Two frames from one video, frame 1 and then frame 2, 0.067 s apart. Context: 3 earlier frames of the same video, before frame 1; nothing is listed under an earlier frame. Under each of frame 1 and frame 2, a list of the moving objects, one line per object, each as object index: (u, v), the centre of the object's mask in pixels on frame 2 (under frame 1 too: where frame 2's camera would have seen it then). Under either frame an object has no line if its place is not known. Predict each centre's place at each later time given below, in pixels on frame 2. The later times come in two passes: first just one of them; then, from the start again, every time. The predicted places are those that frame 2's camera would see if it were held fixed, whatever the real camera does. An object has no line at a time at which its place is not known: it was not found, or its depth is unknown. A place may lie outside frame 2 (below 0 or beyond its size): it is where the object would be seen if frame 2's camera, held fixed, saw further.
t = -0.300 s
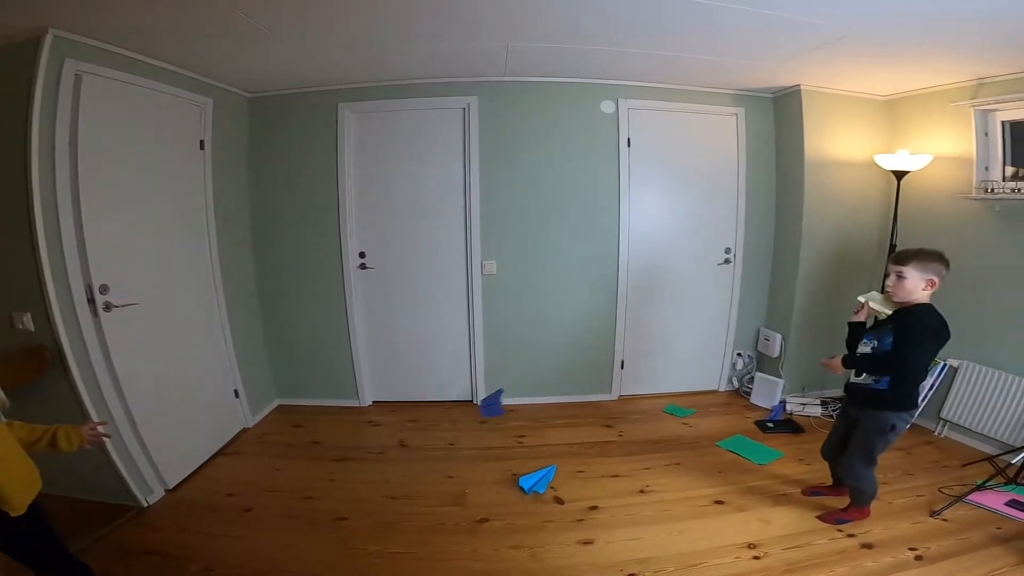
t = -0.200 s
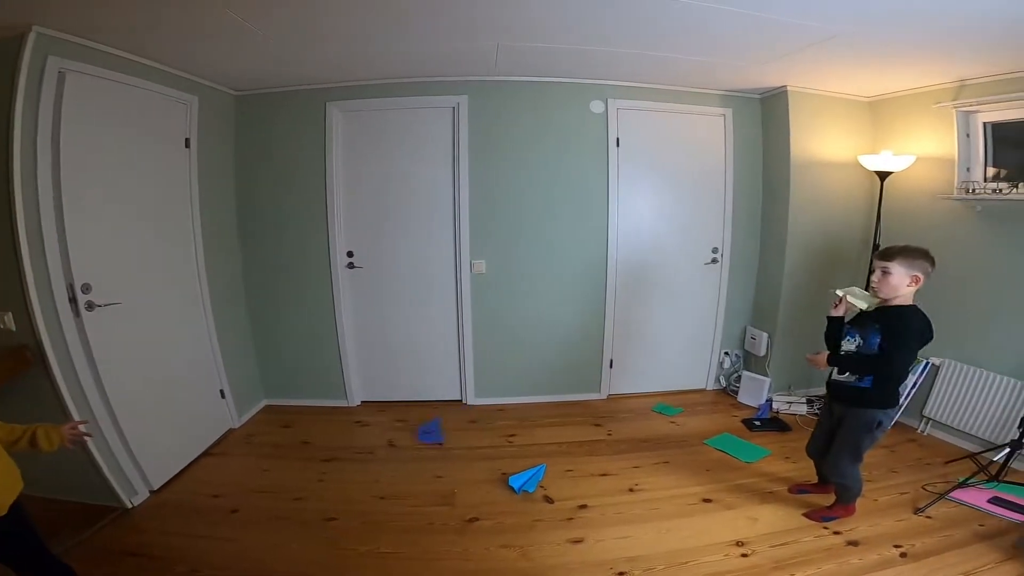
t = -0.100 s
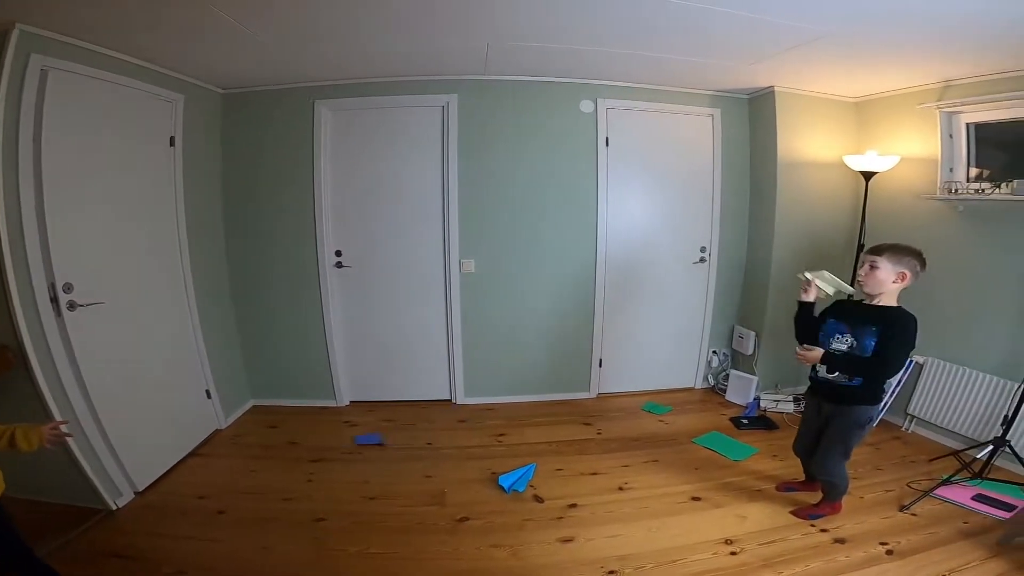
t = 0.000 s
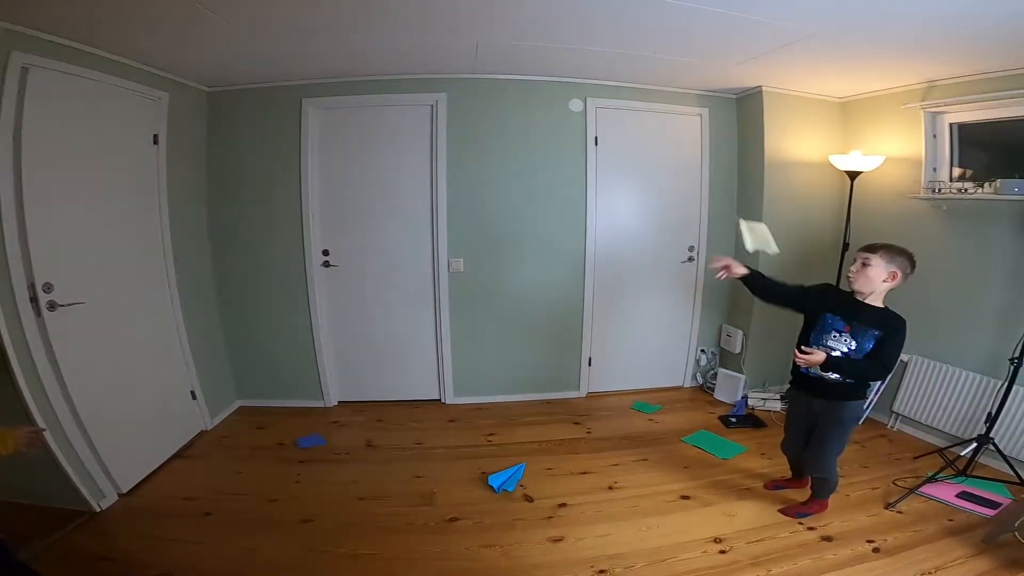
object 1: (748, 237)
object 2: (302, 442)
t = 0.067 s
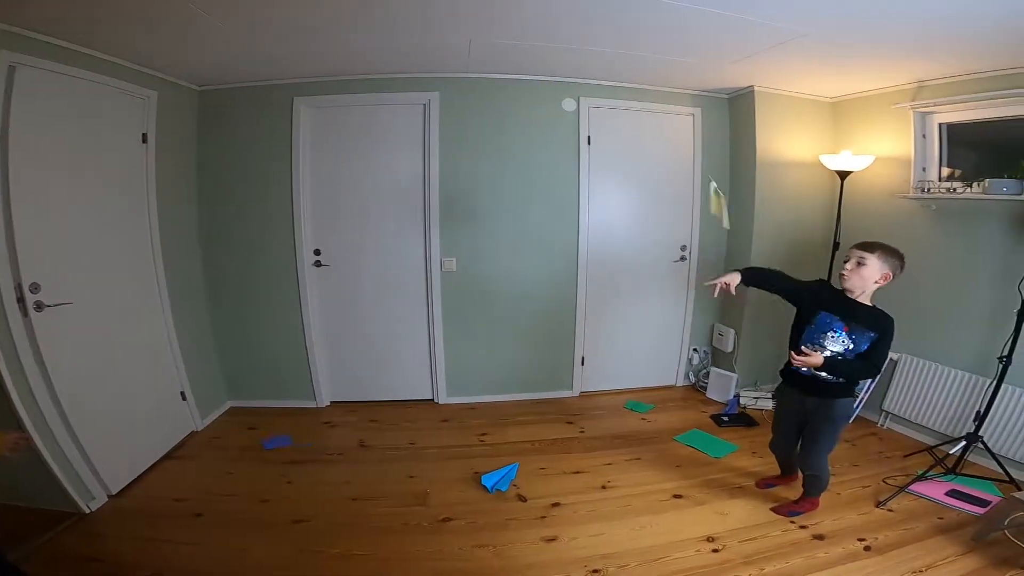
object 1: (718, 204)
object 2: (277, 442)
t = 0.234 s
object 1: (694, 151)
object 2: (223, 444)
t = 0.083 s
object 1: (712, 195)
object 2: (271, 443)
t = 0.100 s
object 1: (708, 188)
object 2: (263, 443)
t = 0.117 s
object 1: (704, 182)
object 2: (259, 443)
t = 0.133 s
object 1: (701, 173)
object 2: (255, 443)
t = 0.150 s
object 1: (700, 167)
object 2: (250, 443)
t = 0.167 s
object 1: (699, 162)
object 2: (245, 443)
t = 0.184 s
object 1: (697, 158)
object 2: (237, 444)
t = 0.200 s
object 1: (696, 155)
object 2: (233, 444)
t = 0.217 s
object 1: (695, 152)
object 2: (229, 444)
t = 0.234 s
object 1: (694, 151)
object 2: (223, 444)
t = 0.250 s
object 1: (693, 149)
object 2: (218, 444)
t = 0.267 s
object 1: (693, 148)
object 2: (214, 444)
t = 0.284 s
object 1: (691, 149)
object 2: (212, 444)
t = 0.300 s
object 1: (690, 150)
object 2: (207, 444)
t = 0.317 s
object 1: (689, 151)
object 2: (205, 444)
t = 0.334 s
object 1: (687, 154)
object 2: (200, 444)
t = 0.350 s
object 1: (685, 156)
